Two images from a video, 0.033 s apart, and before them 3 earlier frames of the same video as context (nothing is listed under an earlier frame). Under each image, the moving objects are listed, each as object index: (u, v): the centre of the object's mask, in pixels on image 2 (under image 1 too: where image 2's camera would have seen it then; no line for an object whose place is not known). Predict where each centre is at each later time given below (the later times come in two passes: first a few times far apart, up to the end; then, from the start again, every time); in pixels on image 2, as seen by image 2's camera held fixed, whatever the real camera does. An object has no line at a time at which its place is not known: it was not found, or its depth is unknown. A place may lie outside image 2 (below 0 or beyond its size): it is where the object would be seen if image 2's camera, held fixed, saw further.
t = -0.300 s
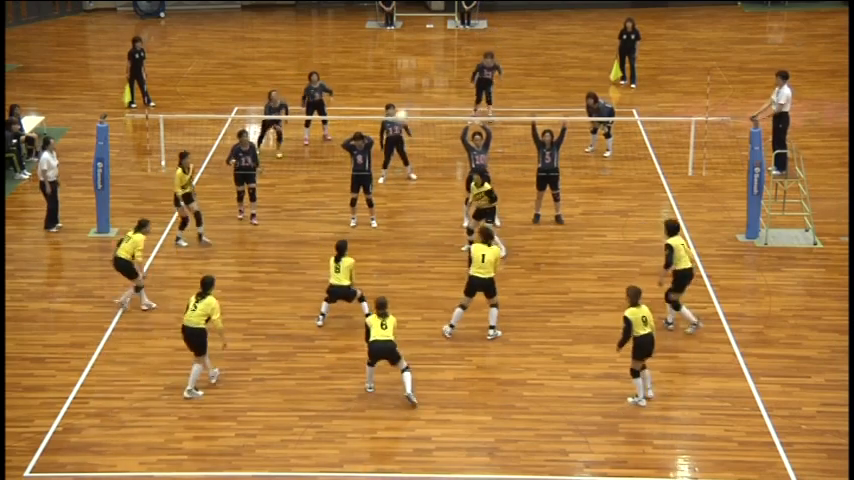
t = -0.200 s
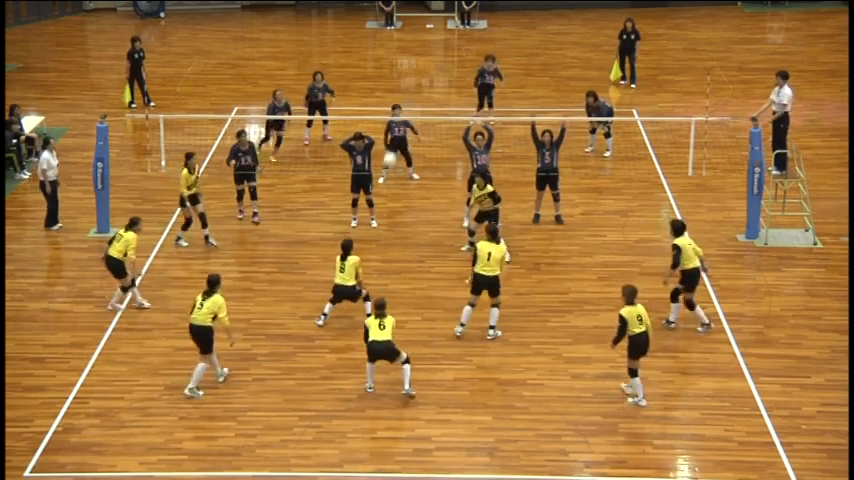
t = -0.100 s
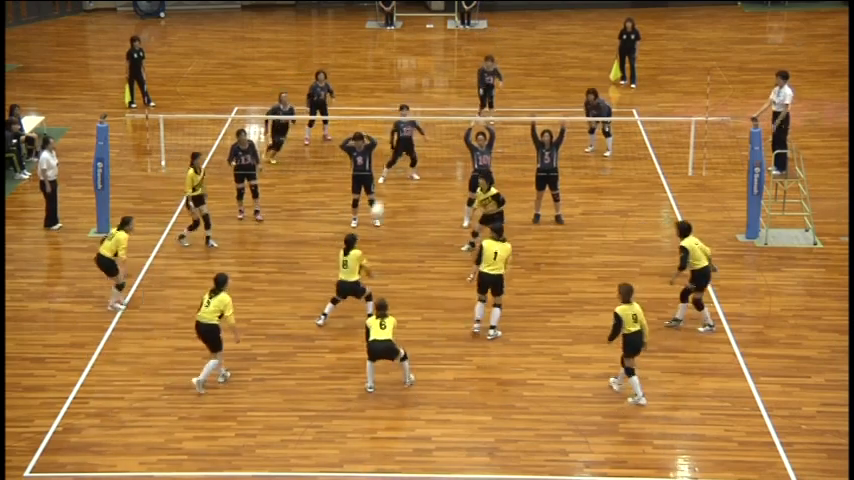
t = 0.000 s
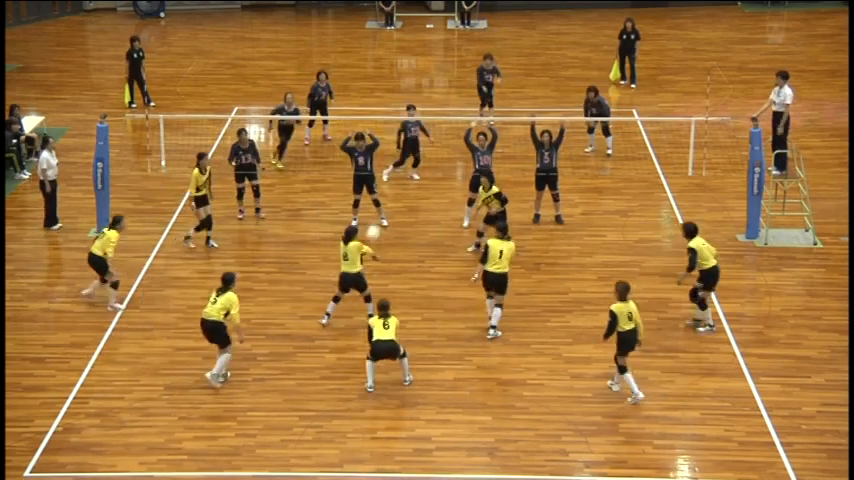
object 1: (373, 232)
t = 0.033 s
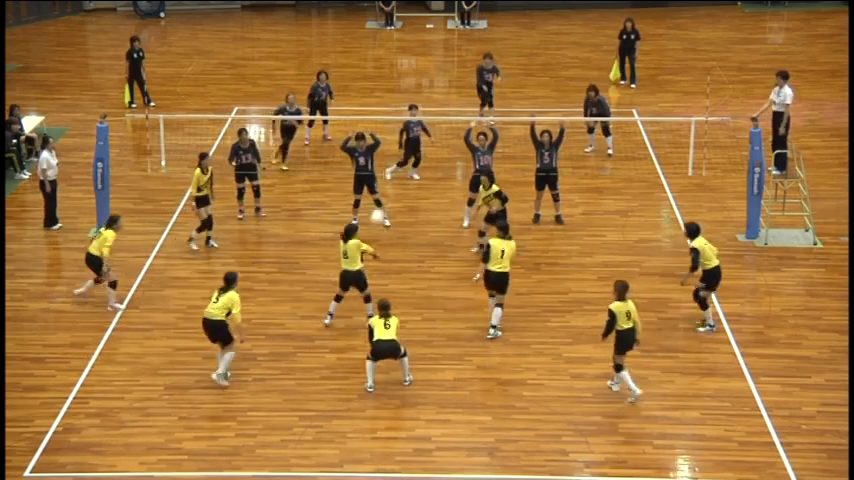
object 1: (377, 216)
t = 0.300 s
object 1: (414, 118)
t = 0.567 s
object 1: (450, 71)
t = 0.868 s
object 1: (488, 75)
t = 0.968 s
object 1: (499, 88)
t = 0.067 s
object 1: (382, 201)
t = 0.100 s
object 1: (387, 186)
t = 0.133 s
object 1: (391, 173)
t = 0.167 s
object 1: (396, 160)
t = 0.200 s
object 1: (400, 149)
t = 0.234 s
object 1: (405, 138)
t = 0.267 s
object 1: (409, 128)
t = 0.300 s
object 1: (414, 118)
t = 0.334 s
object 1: (418, 109)
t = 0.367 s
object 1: (423, 102)
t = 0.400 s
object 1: (428, 95)
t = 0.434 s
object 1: (432, 88)
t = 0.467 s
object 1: (437, 83)
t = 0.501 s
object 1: (441, 78)
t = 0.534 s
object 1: (446, 74)
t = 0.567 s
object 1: (450, 71)
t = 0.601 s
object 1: (454, 69)
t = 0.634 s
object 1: (459, 67)
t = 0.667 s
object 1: (463, 66)
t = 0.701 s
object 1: (467, 66)
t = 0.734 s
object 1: (471, 67)
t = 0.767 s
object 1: (475, 68)
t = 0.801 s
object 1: (479, 70)
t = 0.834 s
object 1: (483, 72)
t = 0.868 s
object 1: (488, 75)
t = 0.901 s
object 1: (491, 79)
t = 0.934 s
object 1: (495, 84)
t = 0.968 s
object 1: (499, 88)
